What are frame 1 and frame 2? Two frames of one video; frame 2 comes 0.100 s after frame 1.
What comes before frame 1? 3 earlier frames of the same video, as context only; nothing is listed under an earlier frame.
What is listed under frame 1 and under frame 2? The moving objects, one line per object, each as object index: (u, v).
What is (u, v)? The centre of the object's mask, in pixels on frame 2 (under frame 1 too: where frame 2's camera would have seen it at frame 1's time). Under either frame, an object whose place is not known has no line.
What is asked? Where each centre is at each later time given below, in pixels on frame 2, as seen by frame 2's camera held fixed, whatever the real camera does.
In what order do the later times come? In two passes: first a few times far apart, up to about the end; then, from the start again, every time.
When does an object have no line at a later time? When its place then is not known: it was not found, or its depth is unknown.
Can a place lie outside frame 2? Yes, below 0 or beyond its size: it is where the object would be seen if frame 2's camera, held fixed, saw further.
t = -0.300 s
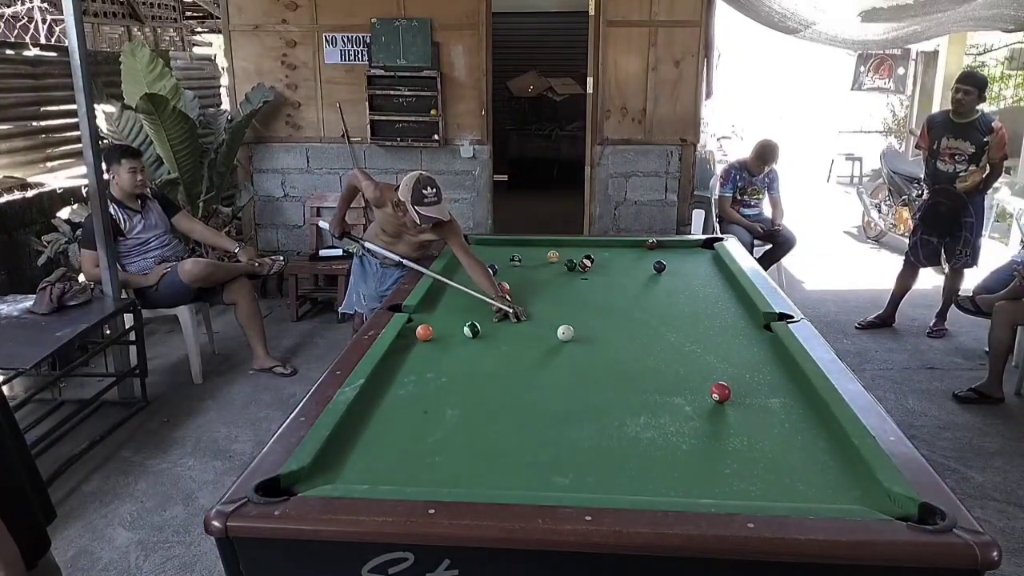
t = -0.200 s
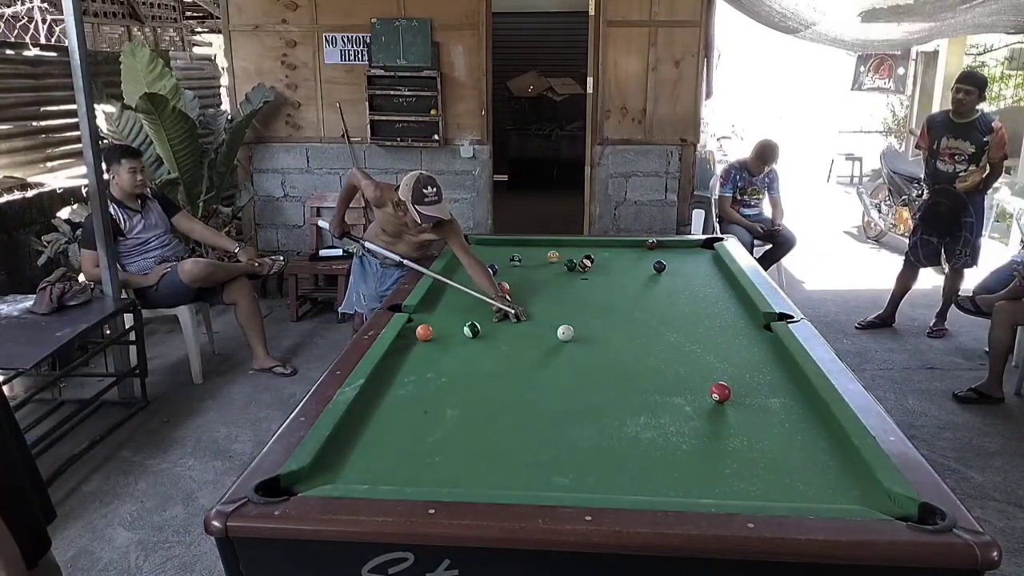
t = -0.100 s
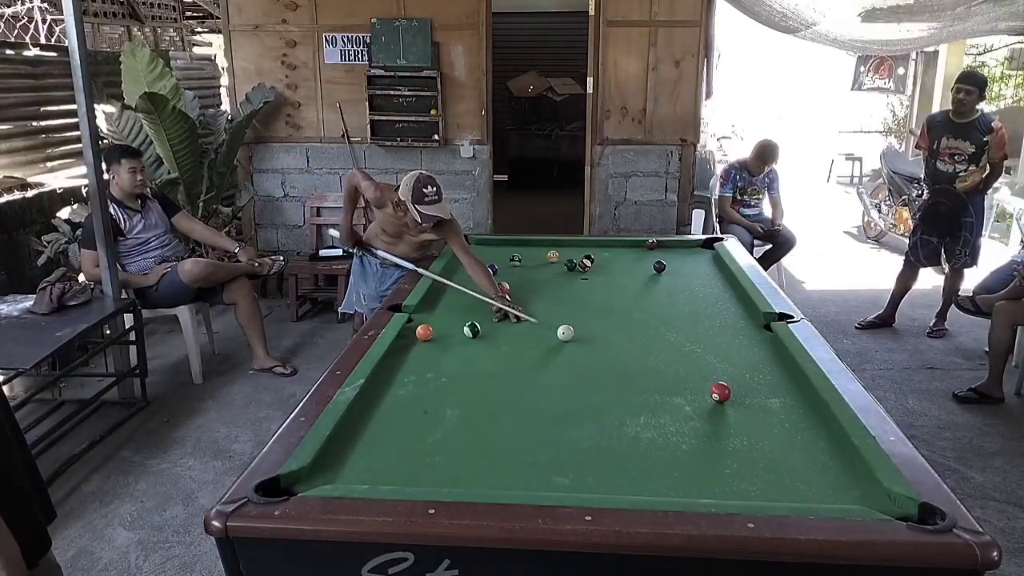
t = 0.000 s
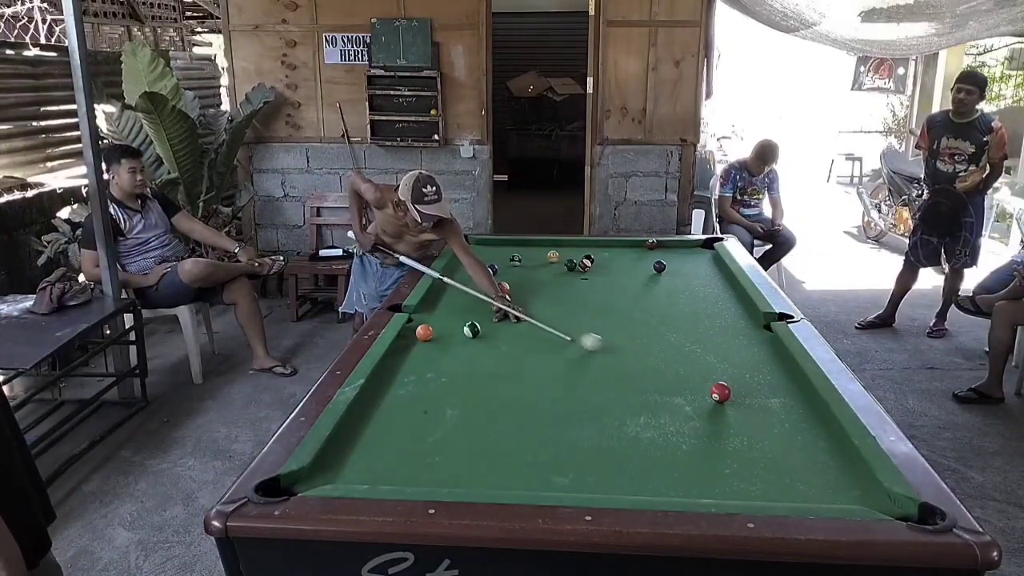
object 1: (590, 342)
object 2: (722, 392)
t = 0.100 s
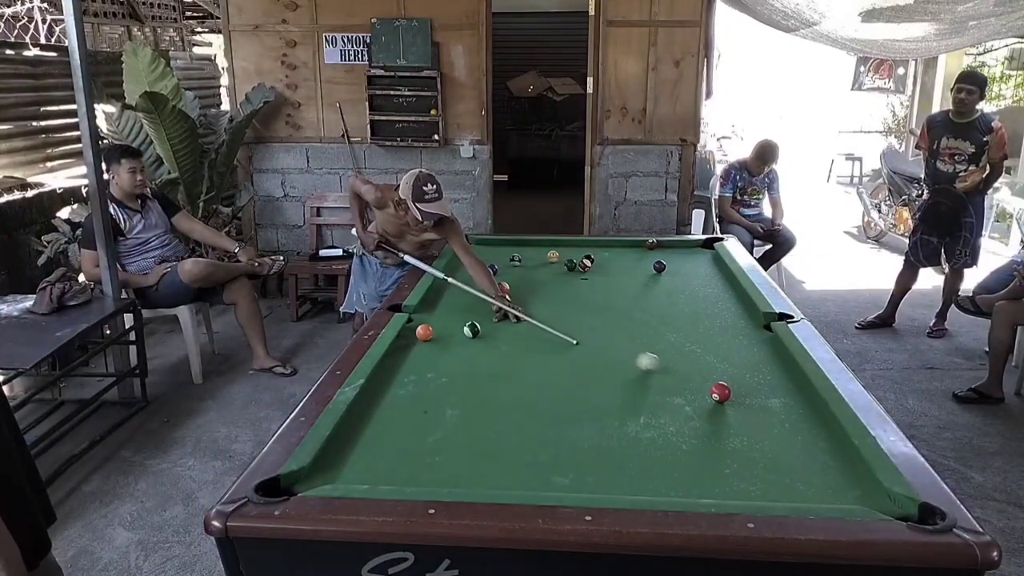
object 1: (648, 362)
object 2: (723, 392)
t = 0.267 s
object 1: (724, 383)
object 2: (738, 405)
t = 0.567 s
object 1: (785, 380)
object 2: (829, 473)
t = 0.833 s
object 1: (776, 374)
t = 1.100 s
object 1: (747, 366)
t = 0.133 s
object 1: (666, 368)
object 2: (721, 391)
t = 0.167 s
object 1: (686, 375)
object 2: (721, 391)
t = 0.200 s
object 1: (703, 381)
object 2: (721, 391)
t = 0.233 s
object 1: (716, 383)
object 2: (728, 398)
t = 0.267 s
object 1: (724, 383)
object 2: (738, 405)
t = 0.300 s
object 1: (731, 383)
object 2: (749, 414)
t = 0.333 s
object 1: (738, 382)
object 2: (759, 421)
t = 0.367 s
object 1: (744, 382)
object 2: (768, 428)
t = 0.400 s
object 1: (751, 382)
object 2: (777, 435)
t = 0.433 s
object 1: (758, 382)
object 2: (787, 442)
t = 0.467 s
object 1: (765, 381)
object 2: (797, 449)
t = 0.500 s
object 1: (772, 381)
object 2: (806, 457)
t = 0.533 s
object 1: (778, 381)
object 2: (817, 465)
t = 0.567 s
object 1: (785, 380)
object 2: (829, 473)
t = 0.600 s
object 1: (791, 380)
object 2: (840, 481)
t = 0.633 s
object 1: (798, 380)
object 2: (851, 489)
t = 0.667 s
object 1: (795, 378)
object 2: (862, 496)
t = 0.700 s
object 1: (791, 378)
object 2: (876, 503)
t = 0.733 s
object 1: (787, 377)
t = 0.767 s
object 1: (783, 375)
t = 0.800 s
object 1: (779, 375)
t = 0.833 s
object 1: (776, 374)
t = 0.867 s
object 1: (772, 373)
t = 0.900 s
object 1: (768, 372)
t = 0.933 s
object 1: (765, 371)
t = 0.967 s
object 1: (761, 370)
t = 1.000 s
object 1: (758, 369)
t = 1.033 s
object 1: (754, 368)
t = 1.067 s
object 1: (751, 367)
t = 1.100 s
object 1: (747, 366)
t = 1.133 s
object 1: (744, 365)
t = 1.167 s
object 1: (741, 365)
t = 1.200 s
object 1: (737, 364)
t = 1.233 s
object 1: (735, 363)
